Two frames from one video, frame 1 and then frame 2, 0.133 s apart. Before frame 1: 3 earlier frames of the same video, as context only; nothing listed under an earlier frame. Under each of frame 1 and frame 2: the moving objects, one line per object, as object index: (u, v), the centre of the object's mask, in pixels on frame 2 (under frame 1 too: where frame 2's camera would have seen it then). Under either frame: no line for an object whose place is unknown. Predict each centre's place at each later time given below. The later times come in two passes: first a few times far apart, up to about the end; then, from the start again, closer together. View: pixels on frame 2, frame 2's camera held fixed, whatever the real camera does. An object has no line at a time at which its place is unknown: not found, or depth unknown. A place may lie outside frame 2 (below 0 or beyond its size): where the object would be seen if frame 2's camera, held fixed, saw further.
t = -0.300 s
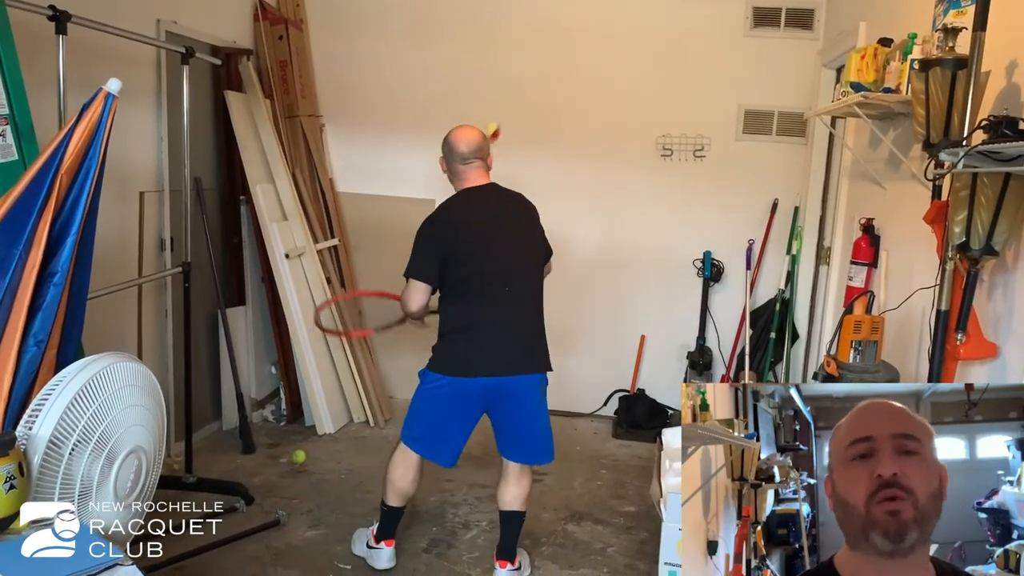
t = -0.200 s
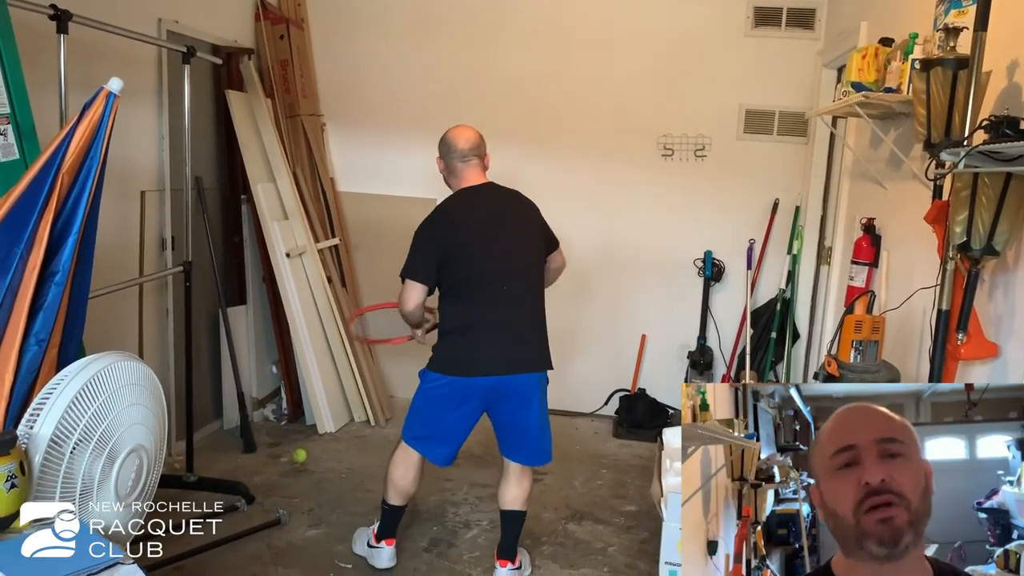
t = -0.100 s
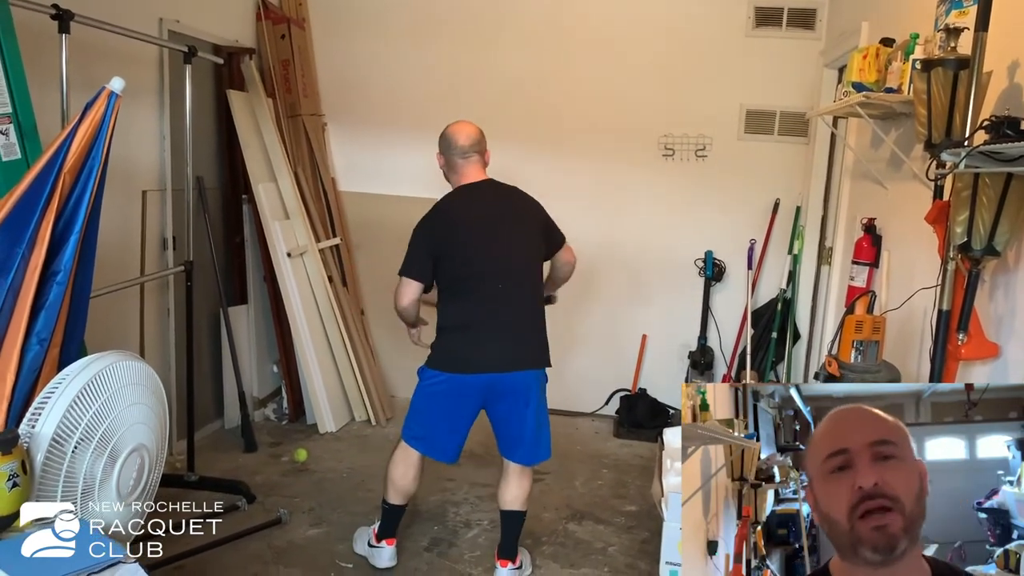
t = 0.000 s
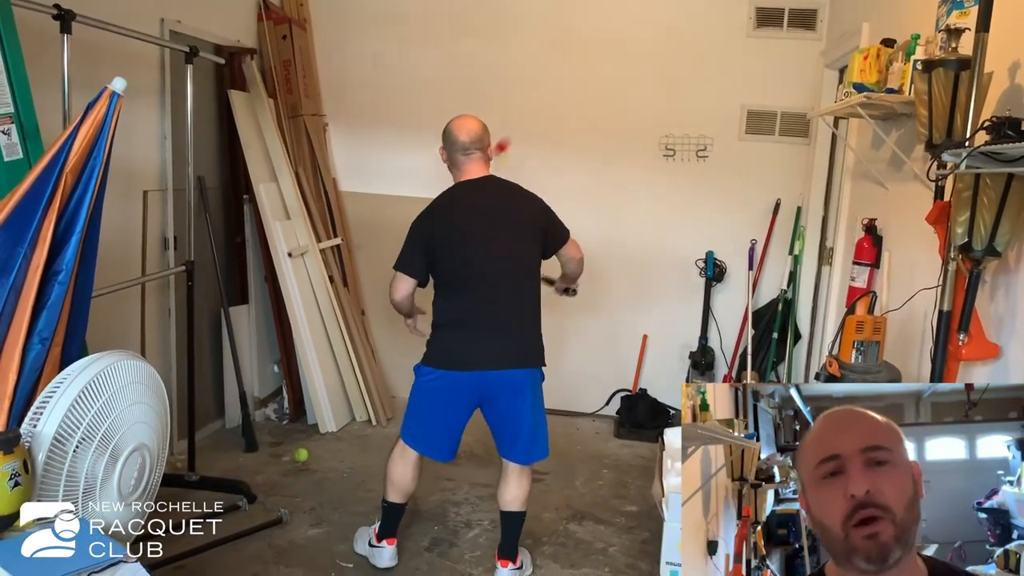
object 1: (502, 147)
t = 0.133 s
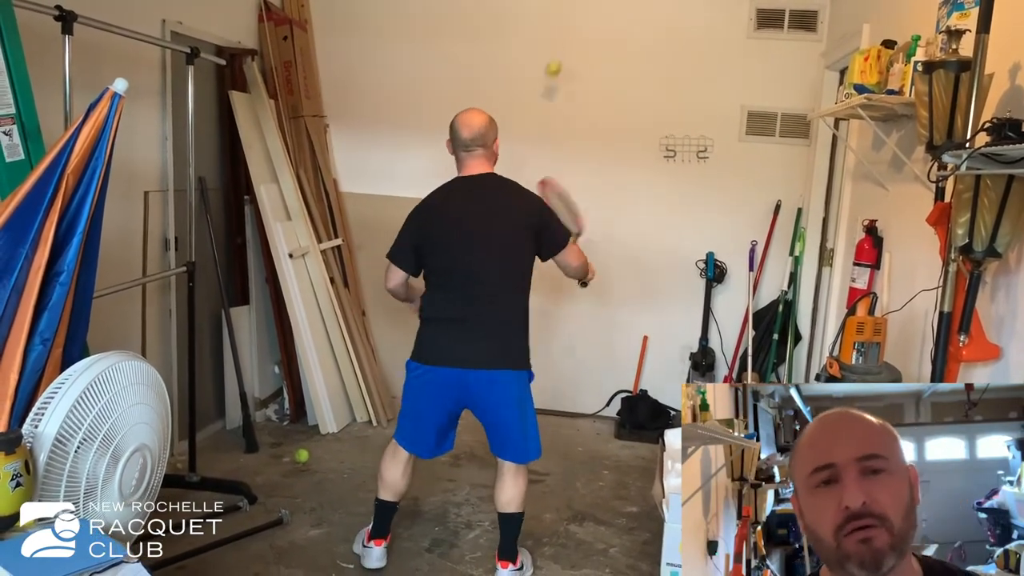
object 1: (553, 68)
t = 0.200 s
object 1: (573, 47)
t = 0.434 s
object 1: (598, 38)
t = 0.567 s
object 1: (609, 85)
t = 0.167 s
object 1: (563, 56)
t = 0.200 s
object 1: (573, 47)
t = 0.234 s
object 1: (581, 40)
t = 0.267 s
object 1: (586, 35)
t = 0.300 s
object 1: (589, 31)
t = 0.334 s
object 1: (591, 29)
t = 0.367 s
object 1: (594, 30)
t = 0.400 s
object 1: (596, 32)
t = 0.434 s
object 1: (598, 38)
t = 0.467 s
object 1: (600, 46)
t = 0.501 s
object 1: (603, 56)
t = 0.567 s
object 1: (609, 85)
